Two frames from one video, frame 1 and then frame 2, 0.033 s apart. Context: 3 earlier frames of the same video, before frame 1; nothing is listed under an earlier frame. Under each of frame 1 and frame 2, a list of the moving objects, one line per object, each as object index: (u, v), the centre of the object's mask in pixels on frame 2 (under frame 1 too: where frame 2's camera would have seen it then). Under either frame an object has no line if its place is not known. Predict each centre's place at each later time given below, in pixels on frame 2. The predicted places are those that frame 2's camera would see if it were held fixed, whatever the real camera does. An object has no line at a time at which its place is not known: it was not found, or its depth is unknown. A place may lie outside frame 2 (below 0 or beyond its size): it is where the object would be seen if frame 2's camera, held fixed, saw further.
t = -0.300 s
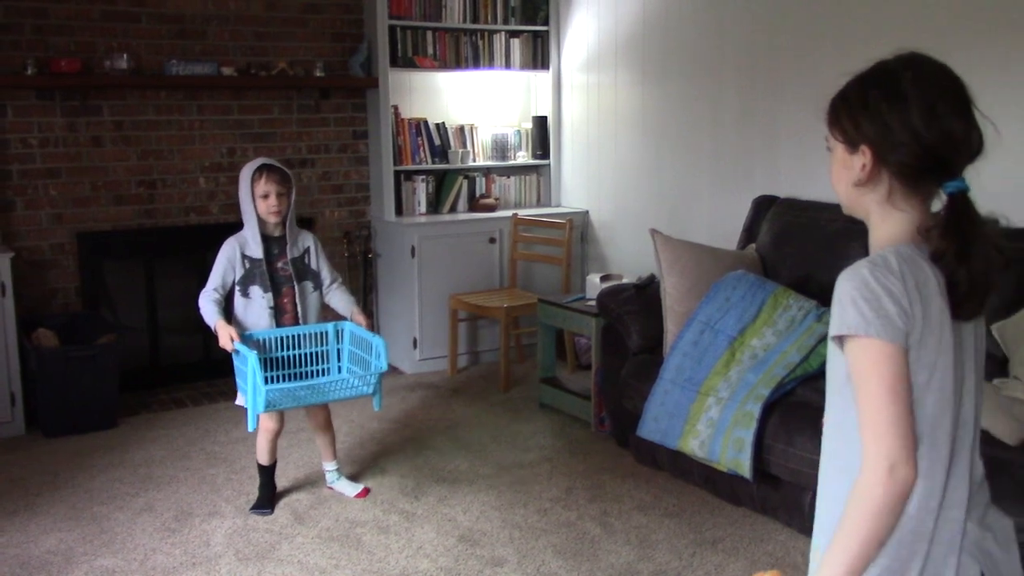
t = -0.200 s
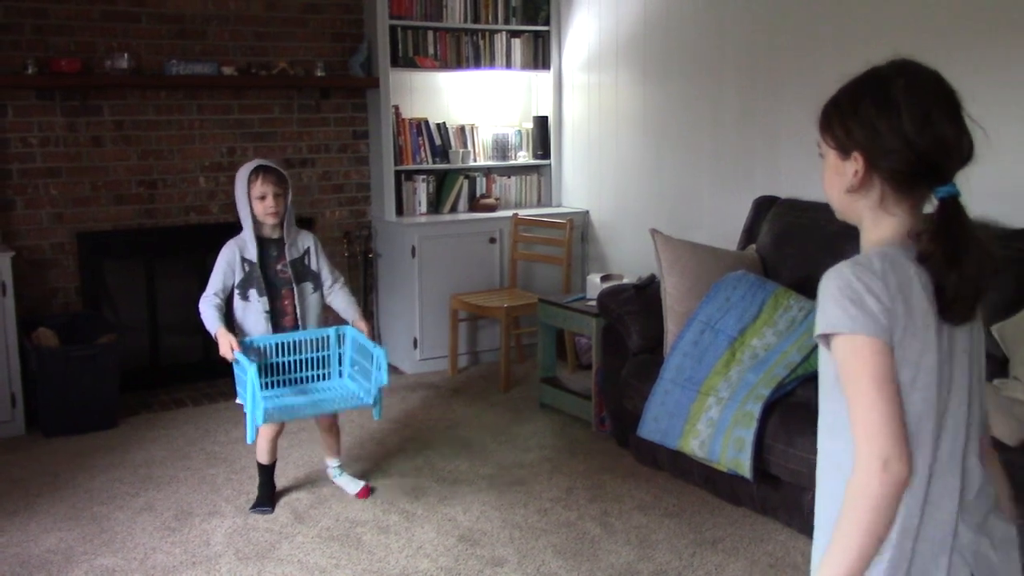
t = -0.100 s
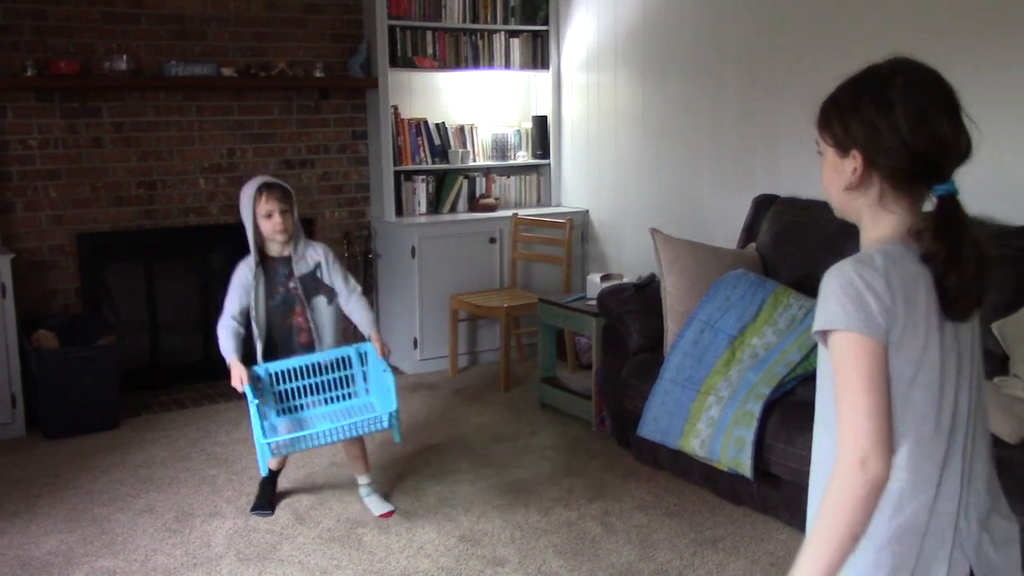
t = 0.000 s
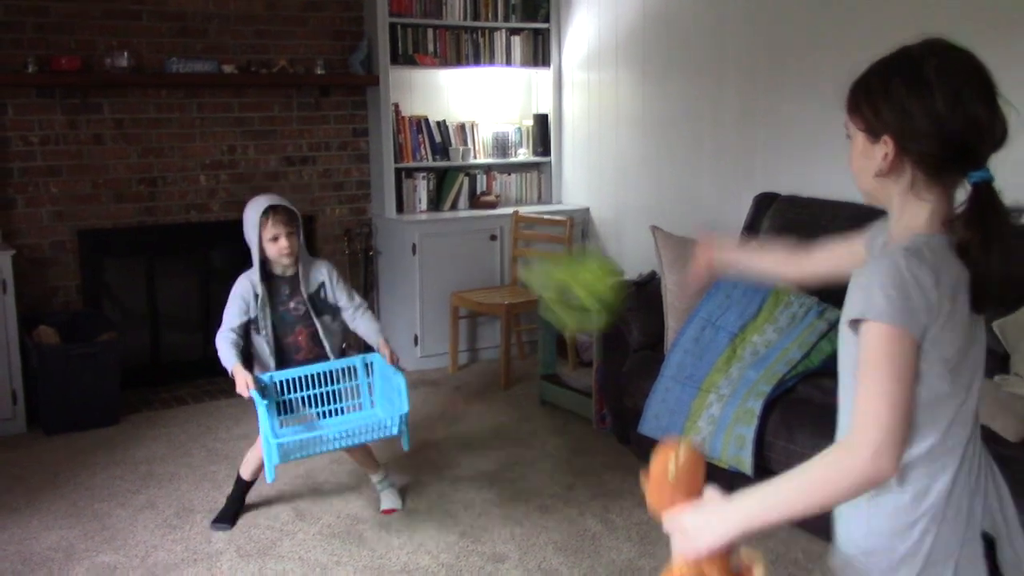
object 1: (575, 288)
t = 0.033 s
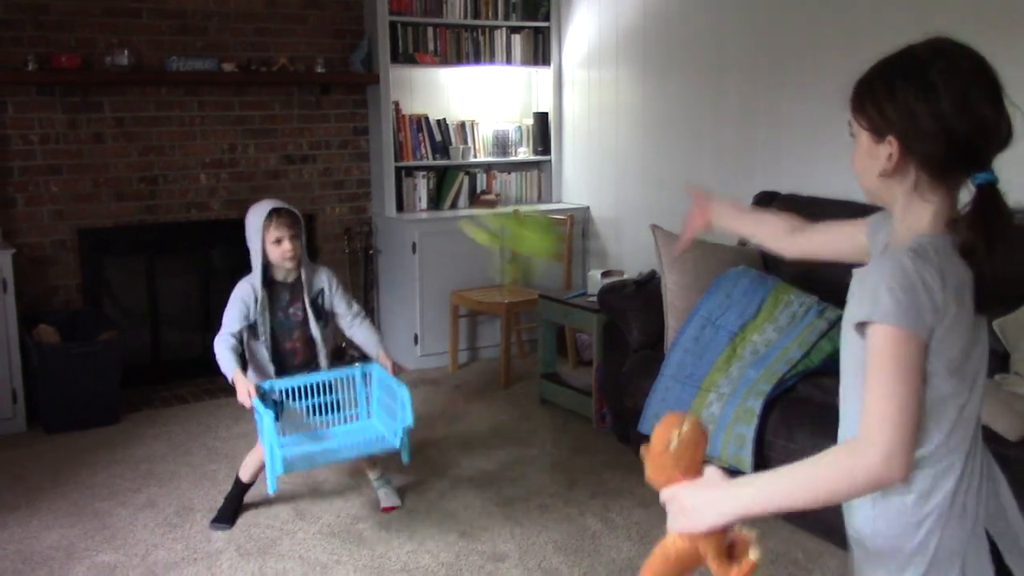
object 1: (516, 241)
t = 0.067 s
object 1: (451, 209)
